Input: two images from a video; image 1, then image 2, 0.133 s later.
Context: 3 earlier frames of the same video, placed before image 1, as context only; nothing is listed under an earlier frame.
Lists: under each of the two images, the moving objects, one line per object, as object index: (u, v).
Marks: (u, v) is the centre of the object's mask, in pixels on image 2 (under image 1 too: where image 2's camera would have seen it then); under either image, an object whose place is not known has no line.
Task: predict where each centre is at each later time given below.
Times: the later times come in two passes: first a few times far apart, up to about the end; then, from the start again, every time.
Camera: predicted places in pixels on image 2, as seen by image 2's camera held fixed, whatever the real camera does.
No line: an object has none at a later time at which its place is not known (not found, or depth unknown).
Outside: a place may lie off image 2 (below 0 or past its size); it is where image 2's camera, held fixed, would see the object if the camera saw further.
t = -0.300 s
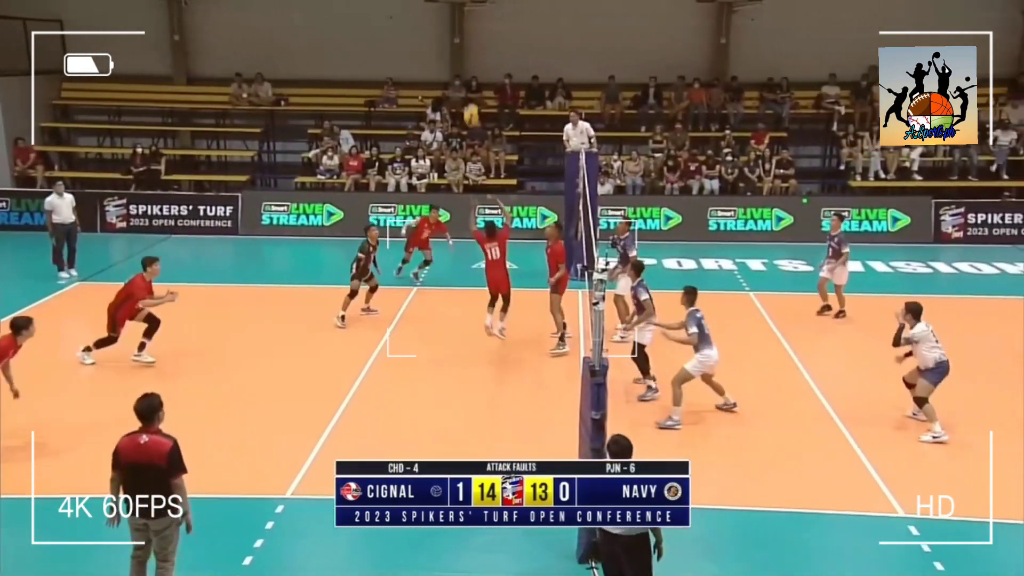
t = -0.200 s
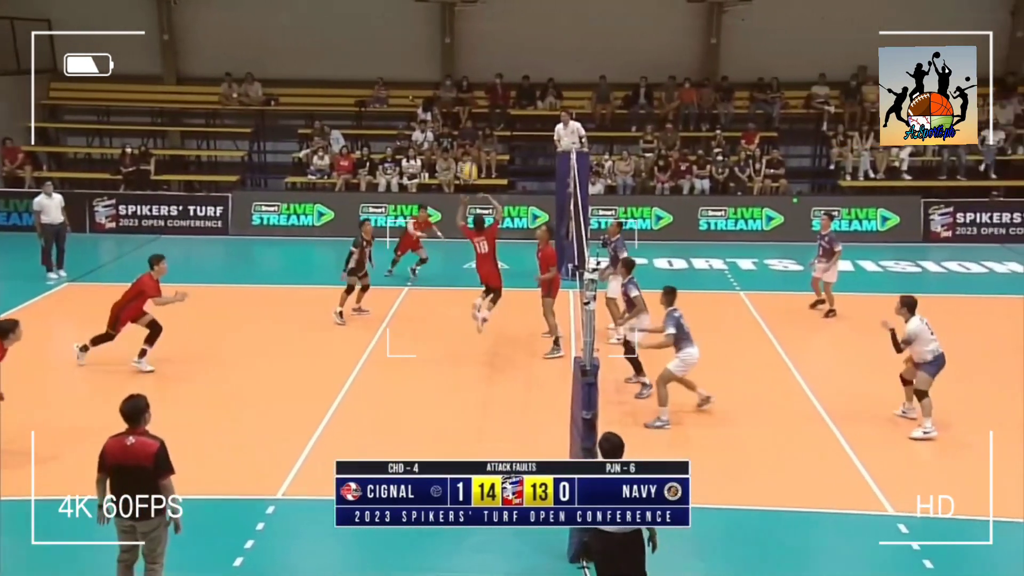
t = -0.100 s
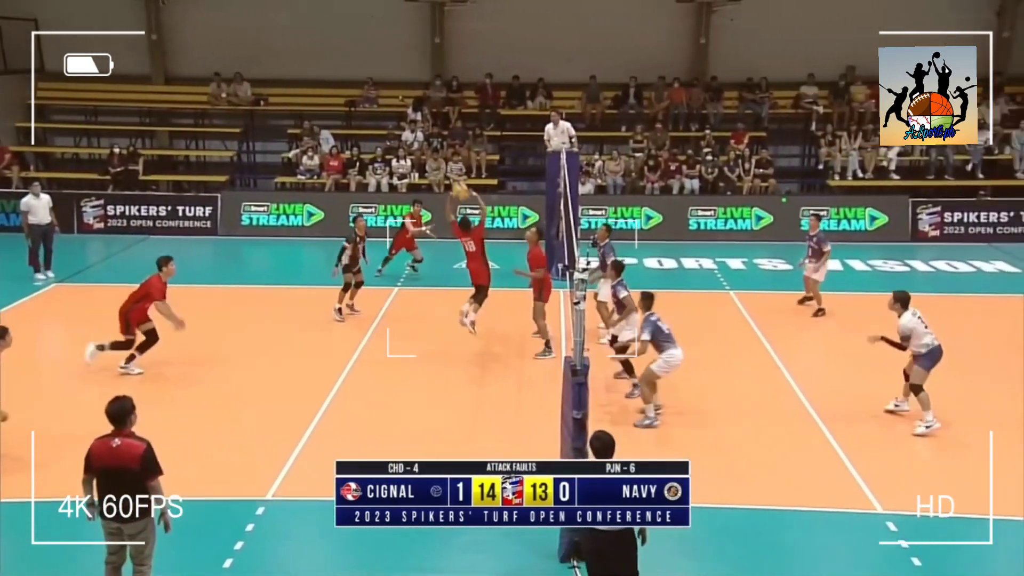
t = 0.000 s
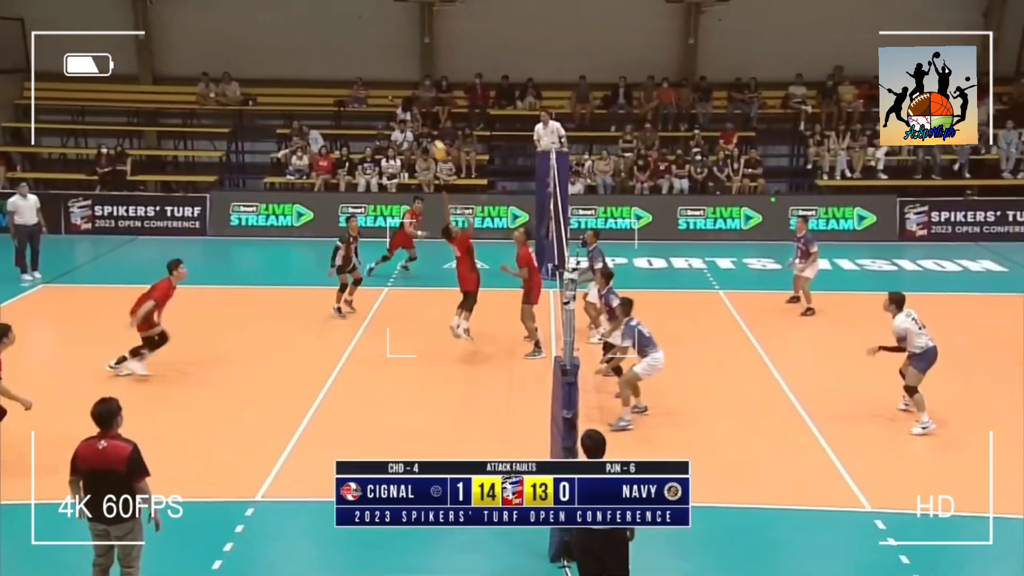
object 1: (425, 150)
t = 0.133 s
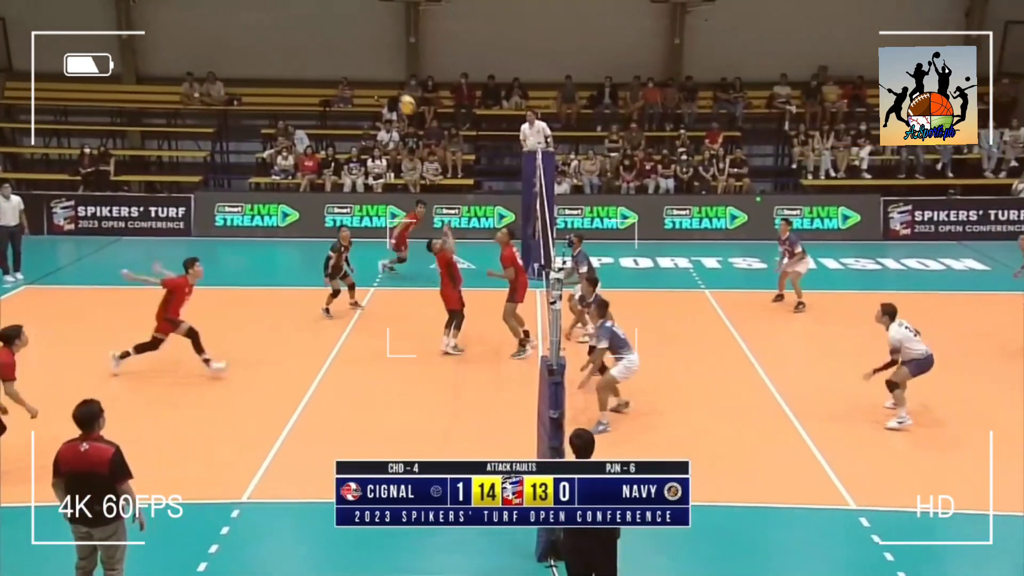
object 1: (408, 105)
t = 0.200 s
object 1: (398, 86)
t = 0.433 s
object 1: (363, 45)
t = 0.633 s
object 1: (331, 47)
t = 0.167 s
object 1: (403, 95)
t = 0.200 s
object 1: (398, 86)
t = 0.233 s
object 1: (393, 78)
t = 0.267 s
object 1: (389, 70)
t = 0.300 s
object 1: (383, 63)
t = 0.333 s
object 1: (379, 58)
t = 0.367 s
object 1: (373, 53)
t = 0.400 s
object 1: (369, 49)
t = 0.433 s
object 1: (363, 45)
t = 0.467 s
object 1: (358, 43)
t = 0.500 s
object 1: (353, 42)
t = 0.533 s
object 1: (347, 42)
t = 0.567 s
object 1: (342, 42)
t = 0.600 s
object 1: (336, 44)
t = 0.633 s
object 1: (331, 47)
